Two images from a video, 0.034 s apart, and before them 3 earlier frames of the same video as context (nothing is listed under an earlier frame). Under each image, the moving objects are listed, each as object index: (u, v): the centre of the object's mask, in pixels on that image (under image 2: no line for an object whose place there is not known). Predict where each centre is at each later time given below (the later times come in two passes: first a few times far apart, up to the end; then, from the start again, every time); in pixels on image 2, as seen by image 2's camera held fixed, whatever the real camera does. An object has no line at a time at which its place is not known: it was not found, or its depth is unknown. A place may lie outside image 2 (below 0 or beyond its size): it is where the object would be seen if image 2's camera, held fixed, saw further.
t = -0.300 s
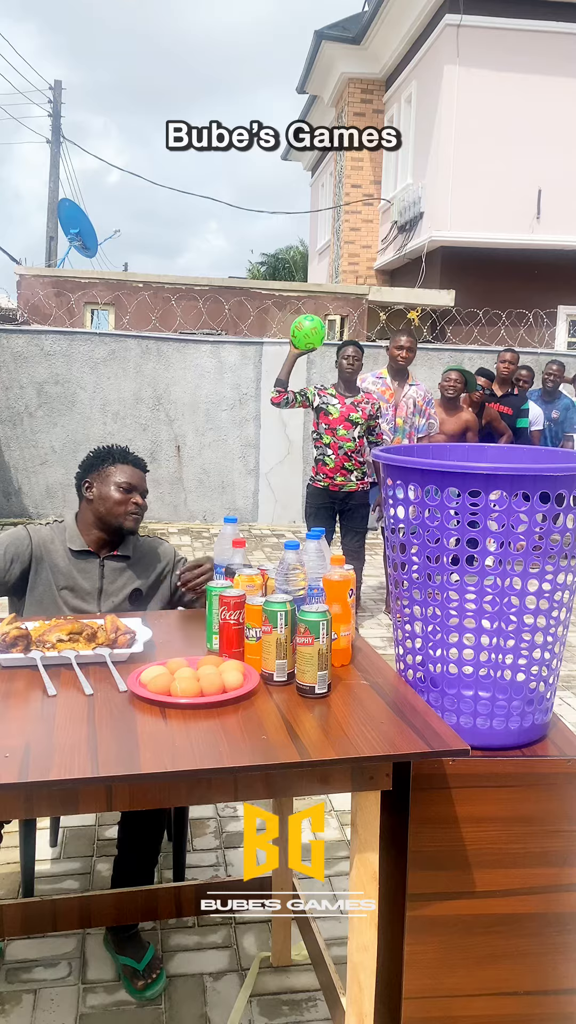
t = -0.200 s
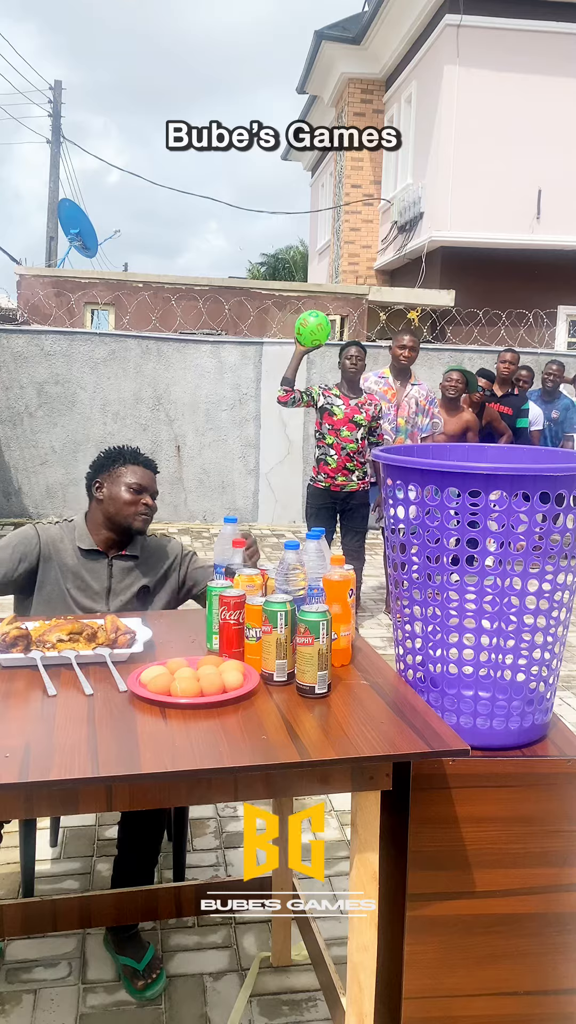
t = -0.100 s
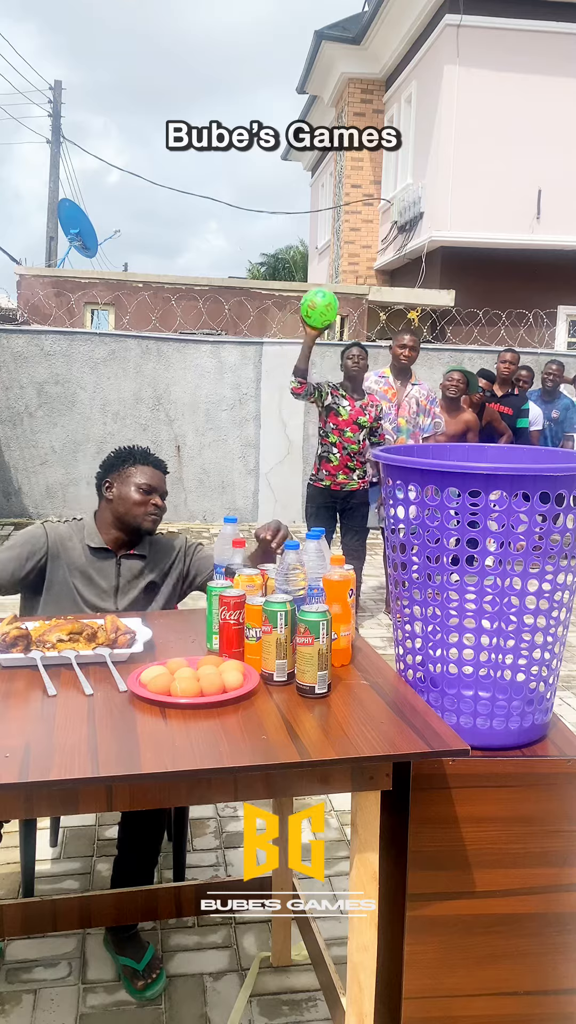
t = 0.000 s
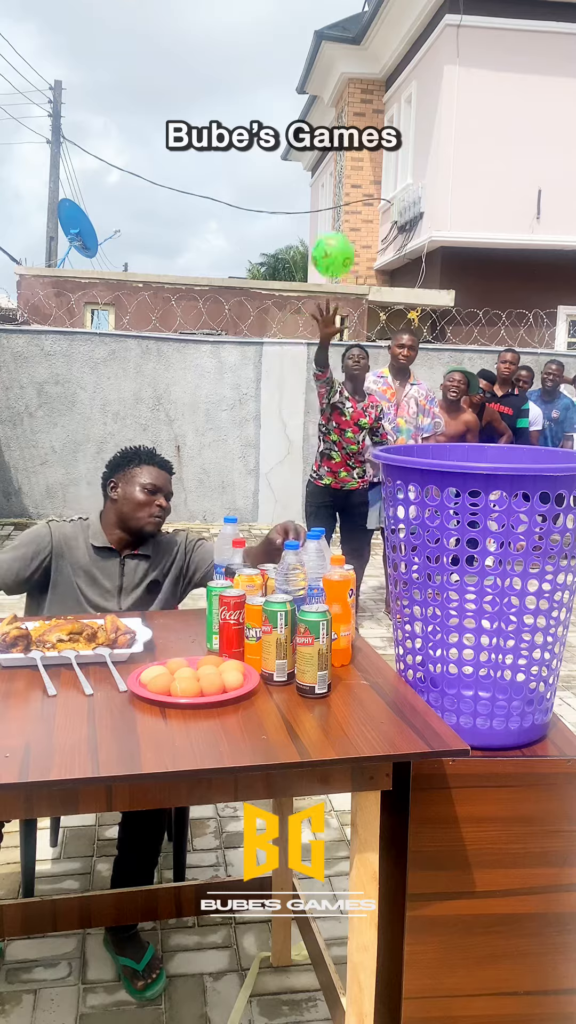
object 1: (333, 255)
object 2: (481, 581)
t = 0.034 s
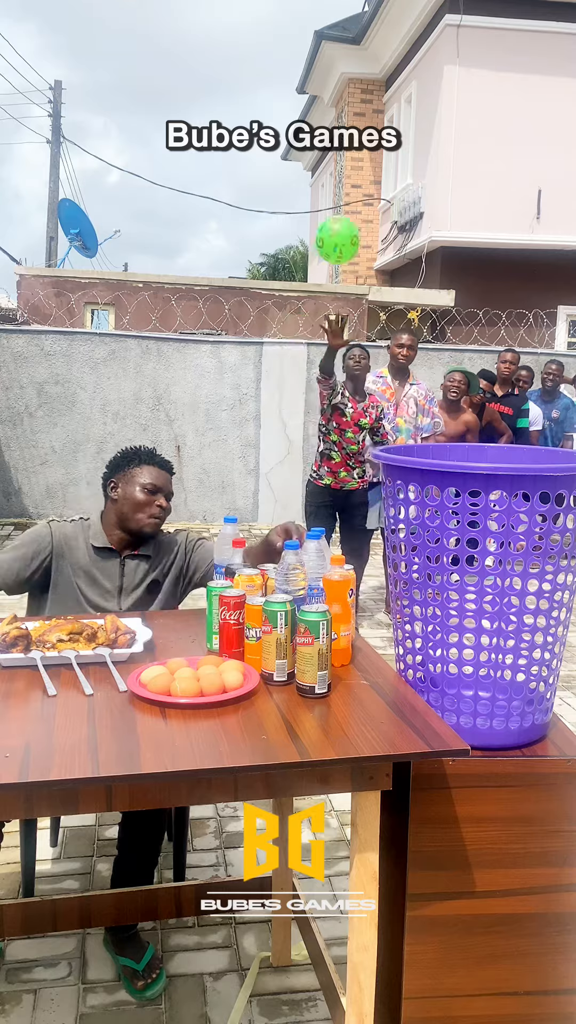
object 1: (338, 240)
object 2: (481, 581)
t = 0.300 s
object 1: (395, 208)
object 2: (481, 581)
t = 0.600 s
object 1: (491, 389)
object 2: (482, 579)
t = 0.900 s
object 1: (523, 336)
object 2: (492, 587)
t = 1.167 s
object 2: (487, 586)
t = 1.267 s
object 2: (488, 586)
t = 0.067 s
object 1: (342, 228)
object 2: (481, 581)
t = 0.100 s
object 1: (346, 218)
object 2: (481, 581)
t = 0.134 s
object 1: (350, 210)
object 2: (481, 581)
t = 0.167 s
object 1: (356, 205)
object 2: (481, 581)
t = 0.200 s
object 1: (363, 202)
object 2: (481, 581)
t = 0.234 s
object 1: (372, 201)
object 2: (481, 581)
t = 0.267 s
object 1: (383, 202)
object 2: (481, 581)
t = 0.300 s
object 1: (395, 208)
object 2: (481, 581)
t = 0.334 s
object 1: (407, 218)
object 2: (481, 581)
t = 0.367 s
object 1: (419, 231)
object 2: (481, 581)
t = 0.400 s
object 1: (431, 249)
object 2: (481, 581)
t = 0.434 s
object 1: (443, 272)
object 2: (481, 581)
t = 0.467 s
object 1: (455, 301)
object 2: (481, 581)
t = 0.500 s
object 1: (466, 336)
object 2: (481, 581)
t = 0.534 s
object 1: (478, 378)
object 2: (481, 581)
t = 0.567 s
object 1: (486, 411)
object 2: (481, 581)
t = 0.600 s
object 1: (491, 389)
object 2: (482, 579)
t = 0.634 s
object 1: (496, 366)
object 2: (483, 578)
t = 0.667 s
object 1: (501, 348)
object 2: (485, 578)
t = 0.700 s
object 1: (506, 334)
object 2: (486, 578)
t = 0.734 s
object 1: (510, 326)
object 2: (487, 579)
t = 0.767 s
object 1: (513, 321)
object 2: (488, 580)
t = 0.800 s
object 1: (516, 320)
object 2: (489, 582)
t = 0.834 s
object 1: (519, 322)
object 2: (490, 585)
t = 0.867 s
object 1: (521, 328)
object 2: (491, 586)
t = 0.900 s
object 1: (523, 336)
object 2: (492, 587)
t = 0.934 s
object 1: (525, 347)
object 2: (492, 588)
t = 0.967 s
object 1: (527, 361)
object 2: (491, 589)
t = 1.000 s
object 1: (528, 376)
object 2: (490, 588)
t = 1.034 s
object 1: (529, 393)
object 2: (489, 587)
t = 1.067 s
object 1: (530, 413)
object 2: (488, 586)
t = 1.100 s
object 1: (532, 428)
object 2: (488, 586)
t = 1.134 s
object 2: (487, 586)
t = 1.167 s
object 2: (487, 586)
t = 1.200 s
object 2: (487, 585)
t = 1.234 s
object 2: (488, 585)
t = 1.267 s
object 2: (488, 586)
